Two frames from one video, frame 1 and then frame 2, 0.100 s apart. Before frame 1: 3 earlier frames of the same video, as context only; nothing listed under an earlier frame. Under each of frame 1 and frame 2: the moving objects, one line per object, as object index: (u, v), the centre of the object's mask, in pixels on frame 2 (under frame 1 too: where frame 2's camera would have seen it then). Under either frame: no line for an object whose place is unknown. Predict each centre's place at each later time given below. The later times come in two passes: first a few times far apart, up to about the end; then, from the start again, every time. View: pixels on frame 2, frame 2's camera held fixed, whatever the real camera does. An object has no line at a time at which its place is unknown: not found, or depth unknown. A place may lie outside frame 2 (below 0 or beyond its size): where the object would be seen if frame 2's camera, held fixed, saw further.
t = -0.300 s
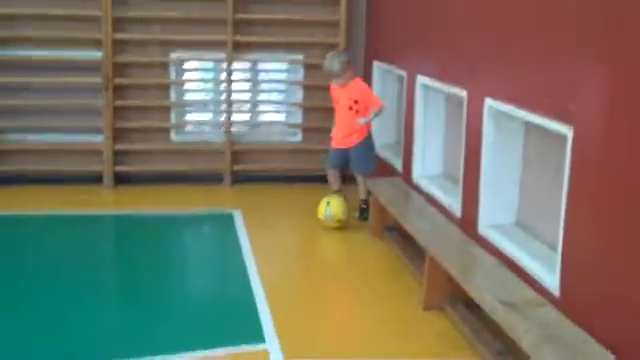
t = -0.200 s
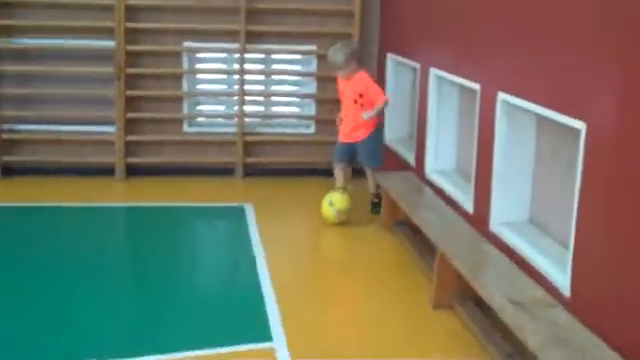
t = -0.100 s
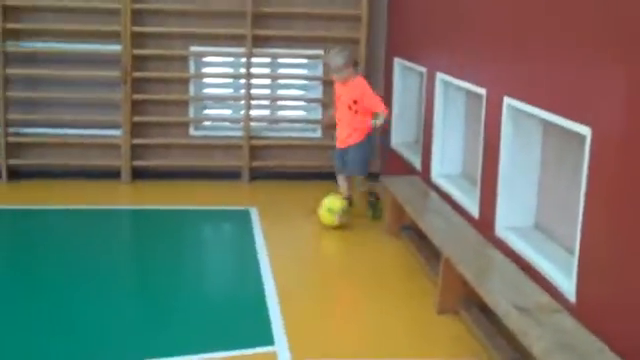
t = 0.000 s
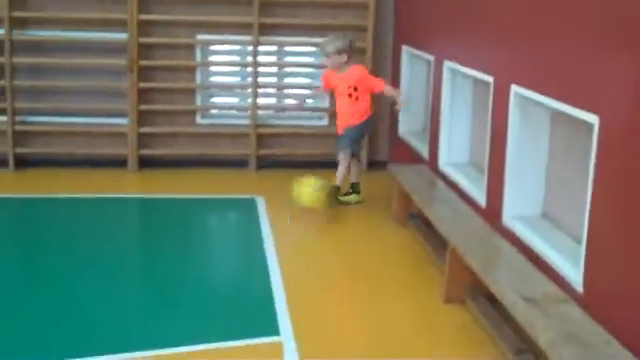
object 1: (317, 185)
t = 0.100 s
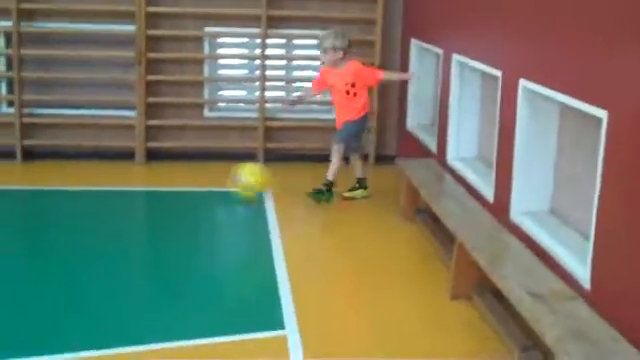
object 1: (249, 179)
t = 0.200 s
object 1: (173, 190)
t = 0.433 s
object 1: (-27, 249)
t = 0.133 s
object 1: (225, 181)
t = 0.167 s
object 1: (199, 184)
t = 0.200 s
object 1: (173, 190)
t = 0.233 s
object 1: (144, 199)
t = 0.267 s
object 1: (113, 209)
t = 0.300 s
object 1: (83, 222)
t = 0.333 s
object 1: (48, 240)
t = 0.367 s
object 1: (17, 257)
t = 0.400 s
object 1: (-5, 252)
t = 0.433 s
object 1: (-27, 249)
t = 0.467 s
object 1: (-49, 247)
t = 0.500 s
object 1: (-74, 248)
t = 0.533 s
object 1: (-99, 251)
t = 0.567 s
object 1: (-125, 258)
